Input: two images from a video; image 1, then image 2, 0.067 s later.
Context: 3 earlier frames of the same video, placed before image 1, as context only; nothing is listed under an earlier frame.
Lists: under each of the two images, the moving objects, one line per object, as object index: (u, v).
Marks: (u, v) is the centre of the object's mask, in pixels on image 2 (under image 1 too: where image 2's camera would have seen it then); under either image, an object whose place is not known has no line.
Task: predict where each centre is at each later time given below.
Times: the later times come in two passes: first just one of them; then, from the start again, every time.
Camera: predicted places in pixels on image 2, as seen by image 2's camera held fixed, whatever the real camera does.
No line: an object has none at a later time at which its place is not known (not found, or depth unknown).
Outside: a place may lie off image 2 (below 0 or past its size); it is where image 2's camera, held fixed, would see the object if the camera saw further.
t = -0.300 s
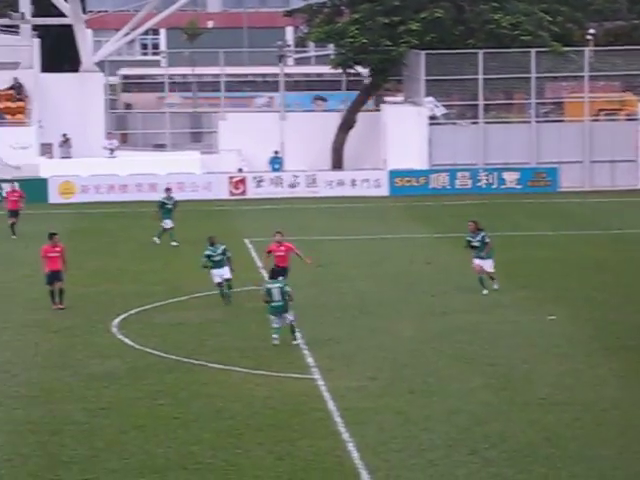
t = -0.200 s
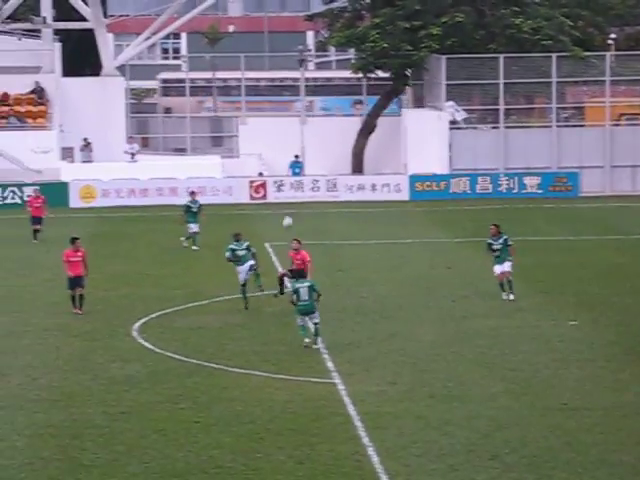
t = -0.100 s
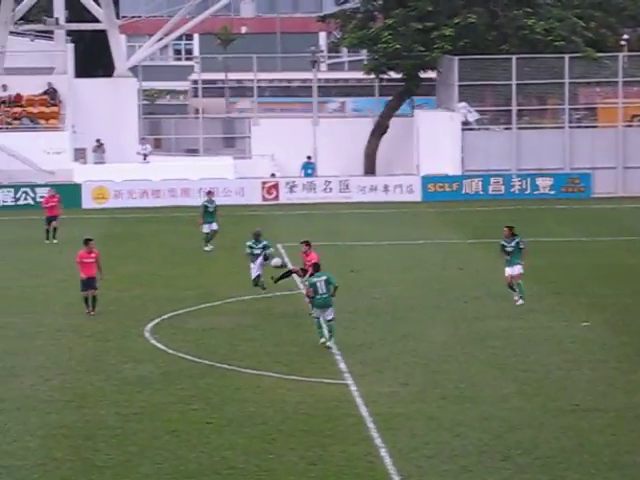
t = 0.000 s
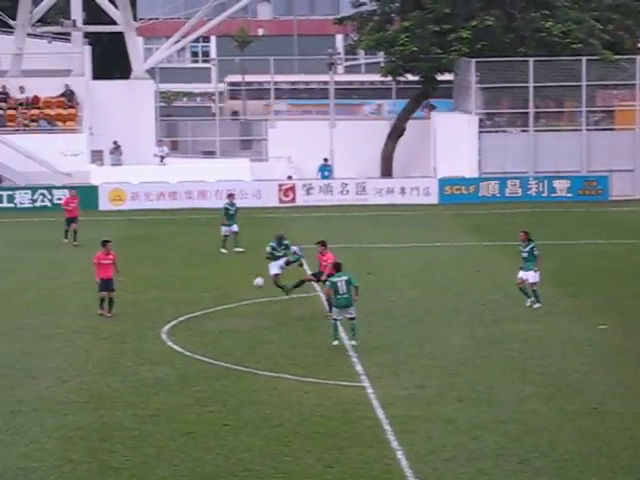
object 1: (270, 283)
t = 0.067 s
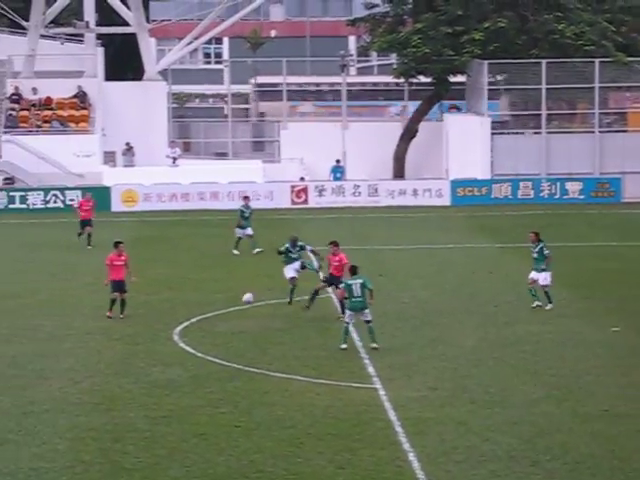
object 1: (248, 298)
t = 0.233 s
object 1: (192, 326)
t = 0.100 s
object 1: (236, 305)
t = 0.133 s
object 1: (224, 314)
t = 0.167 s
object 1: (213, 325)
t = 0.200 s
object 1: (201, 331)
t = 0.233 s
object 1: (192, 326)
